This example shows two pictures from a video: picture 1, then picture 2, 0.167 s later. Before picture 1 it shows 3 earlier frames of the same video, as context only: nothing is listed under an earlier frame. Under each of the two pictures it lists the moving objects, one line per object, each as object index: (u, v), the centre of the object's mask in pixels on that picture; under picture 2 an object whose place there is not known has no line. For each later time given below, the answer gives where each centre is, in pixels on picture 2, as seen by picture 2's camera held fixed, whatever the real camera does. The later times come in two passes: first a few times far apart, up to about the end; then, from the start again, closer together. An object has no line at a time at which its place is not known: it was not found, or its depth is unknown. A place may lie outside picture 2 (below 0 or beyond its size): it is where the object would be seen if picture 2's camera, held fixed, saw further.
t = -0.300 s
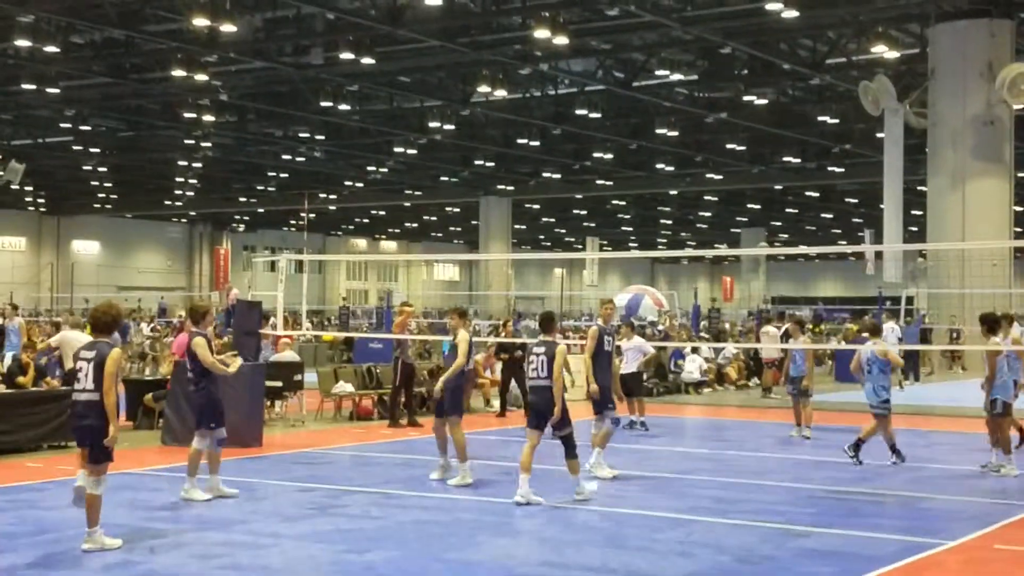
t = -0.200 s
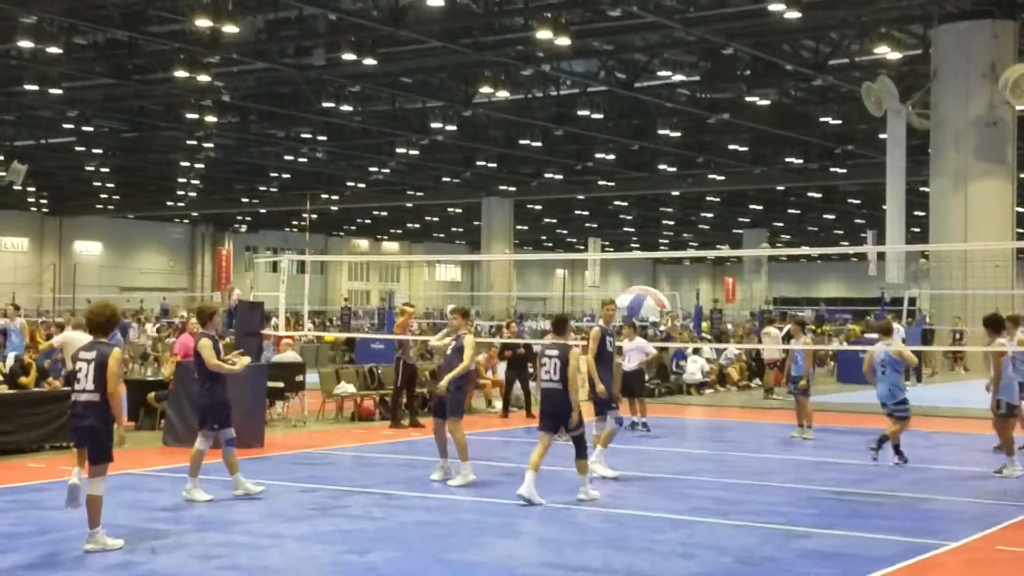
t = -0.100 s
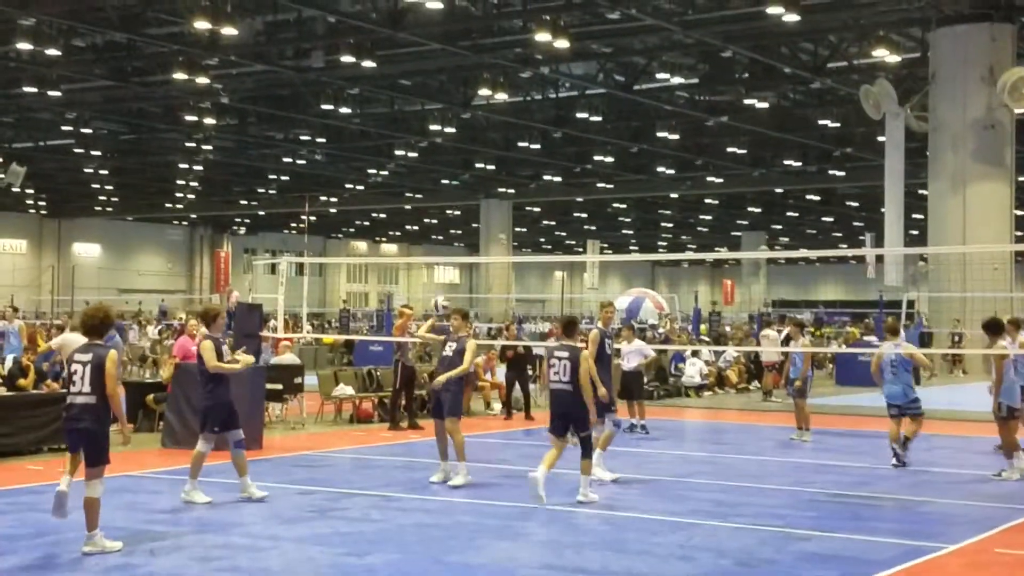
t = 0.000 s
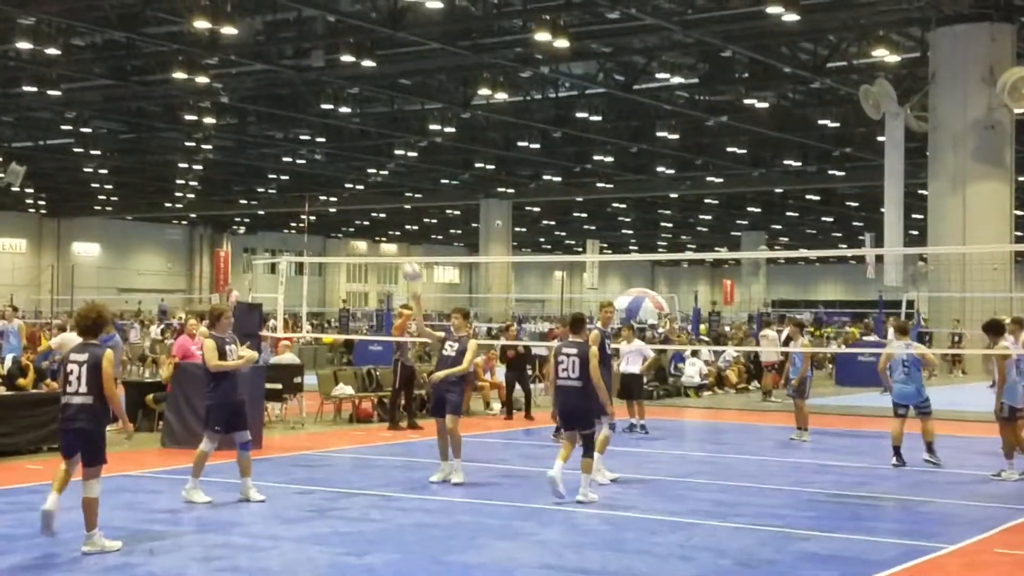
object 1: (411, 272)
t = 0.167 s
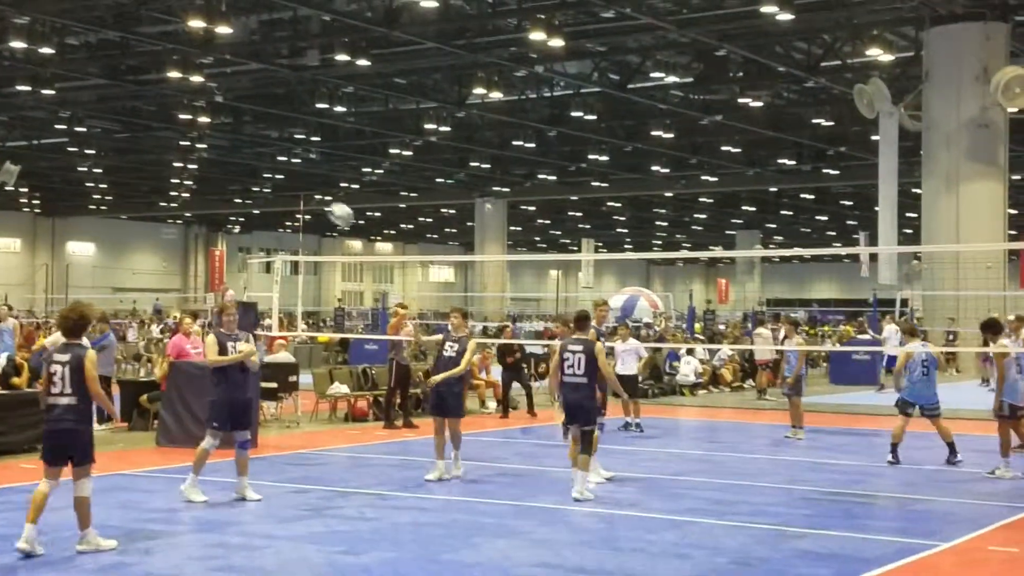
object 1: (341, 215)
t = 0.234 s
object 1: (312, 197)
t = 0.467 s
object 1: (204, 169)
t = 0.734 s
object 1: (62, 207)
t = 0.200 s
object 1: (327, 205)
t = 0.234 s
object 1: (312, 197)
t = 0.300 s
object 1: (284, 185)
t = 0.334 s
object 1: (269, 179)
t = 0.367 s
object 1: (253, 175)
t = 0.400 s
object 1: (237, 172)
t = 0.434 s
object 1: (222, 170)
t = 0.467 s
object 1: (204, 169)
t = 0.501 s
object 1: (188, 169)
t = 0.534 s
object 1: (171, 171)
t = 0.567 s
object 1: (154, 174)
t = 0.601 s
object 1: (137, 178)
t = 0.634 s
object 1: (120, 183)
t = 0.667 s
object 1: (101, 190)
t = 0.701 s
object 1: (81, 199)
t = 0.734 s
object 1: (62, 207)
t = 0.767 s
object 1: (44, 217)
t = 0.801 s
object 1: (28, 229)
